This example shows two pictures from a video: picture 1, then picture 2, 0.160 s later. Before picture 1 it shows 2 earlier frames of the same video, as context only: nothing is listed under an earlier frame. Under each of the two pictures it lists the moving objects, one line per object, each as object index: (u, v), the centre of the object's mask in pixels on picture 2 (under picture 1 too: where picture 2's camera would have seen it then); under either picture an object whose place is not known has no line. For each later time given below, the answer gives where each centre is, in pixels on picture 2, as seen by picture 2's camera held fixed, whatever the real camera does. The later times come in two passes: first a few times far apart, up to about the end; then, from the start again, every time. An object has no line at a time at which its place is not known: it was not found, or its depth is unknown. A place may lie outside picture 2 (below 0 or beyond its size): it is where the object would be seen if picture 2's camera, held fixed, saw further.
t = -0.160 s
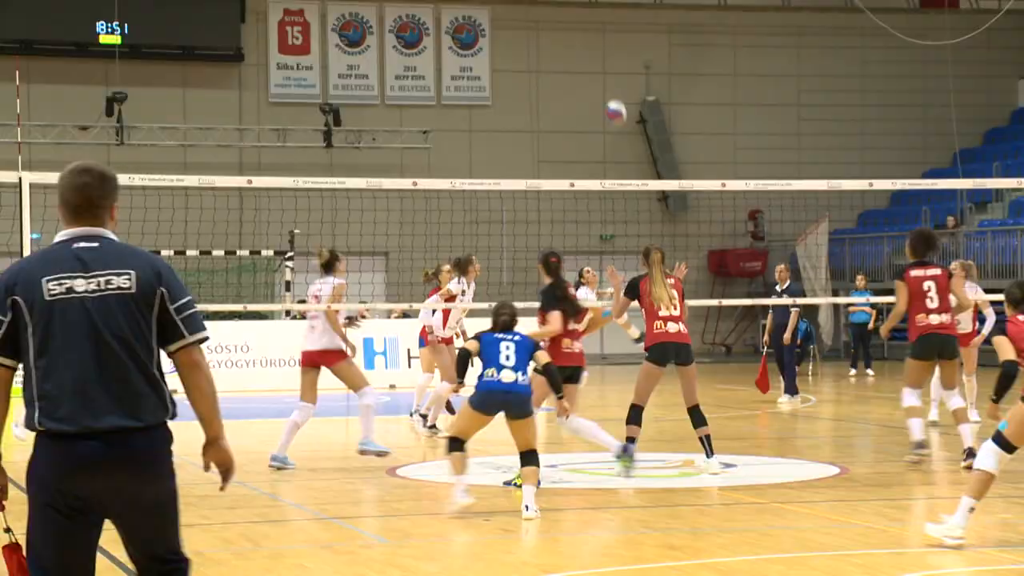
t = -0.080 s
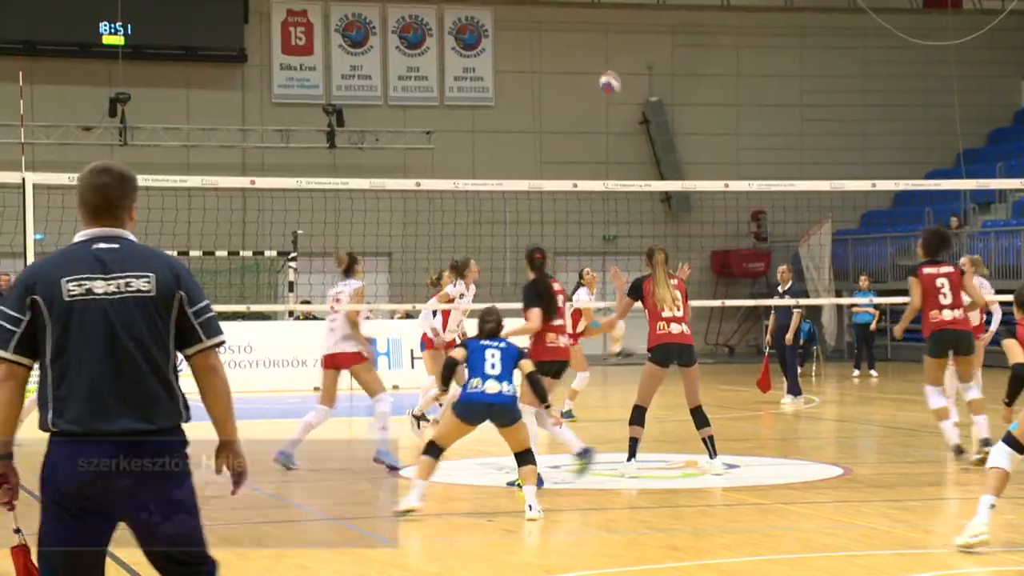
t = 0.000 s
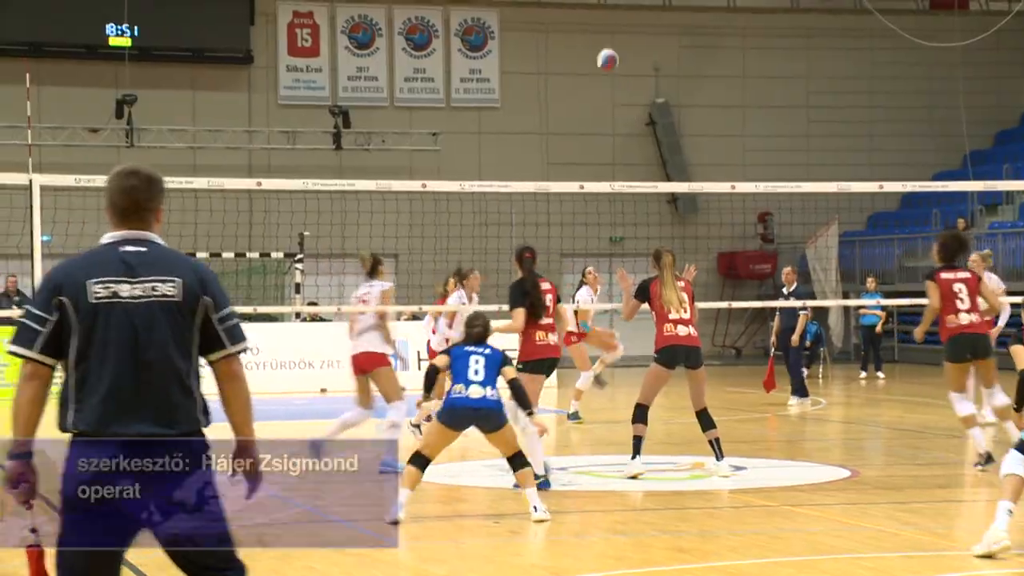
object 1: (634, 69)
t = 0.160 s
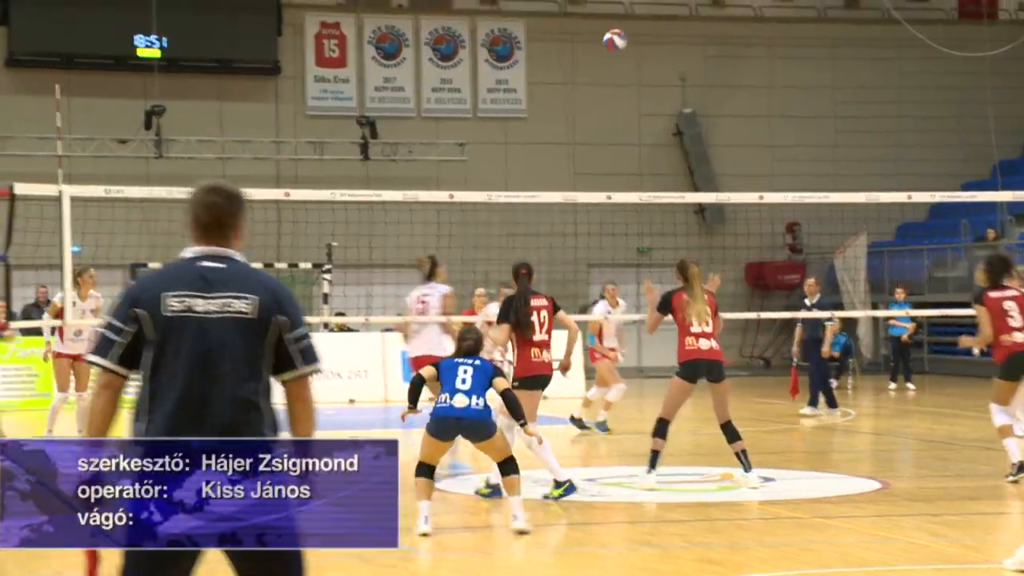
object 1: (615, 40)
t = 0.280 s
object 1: (599, 35)
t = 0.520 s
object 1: (567, 71)
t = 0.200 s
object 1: (610, 36)
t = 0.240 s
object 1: (605, 35)
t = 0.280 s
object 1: (599, 35)
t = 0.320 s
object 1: (594, 36)
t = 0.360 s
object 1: (589, 39)
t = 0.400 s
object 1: (584, 44)
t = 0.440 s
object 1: (578, 51)
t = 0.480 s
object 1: (572, 61)
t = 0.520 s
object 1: (567, 71)
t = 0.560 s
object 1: (562, 84)
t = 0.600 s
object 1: (555, 99)
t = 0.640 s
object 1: (549, 115)
